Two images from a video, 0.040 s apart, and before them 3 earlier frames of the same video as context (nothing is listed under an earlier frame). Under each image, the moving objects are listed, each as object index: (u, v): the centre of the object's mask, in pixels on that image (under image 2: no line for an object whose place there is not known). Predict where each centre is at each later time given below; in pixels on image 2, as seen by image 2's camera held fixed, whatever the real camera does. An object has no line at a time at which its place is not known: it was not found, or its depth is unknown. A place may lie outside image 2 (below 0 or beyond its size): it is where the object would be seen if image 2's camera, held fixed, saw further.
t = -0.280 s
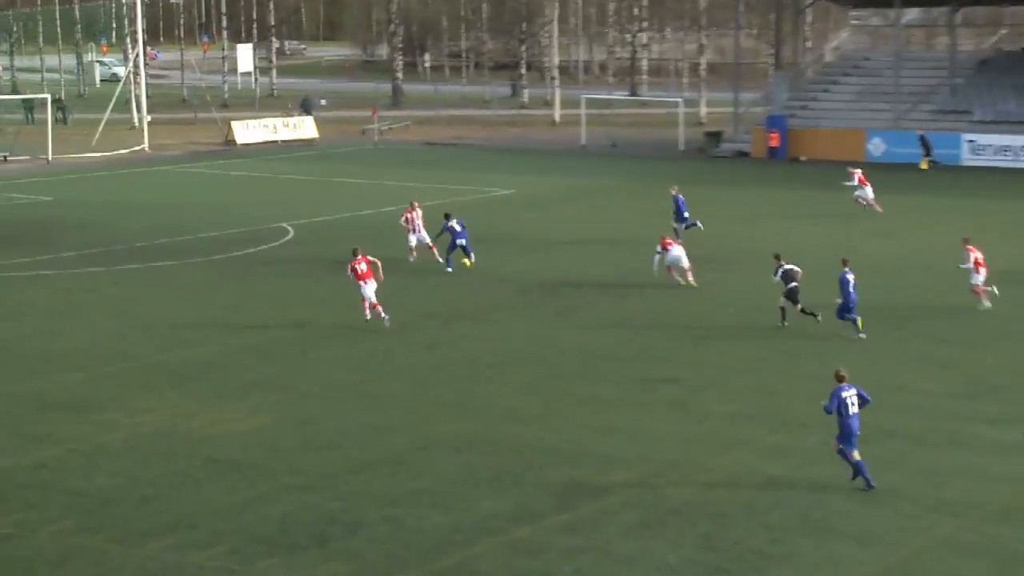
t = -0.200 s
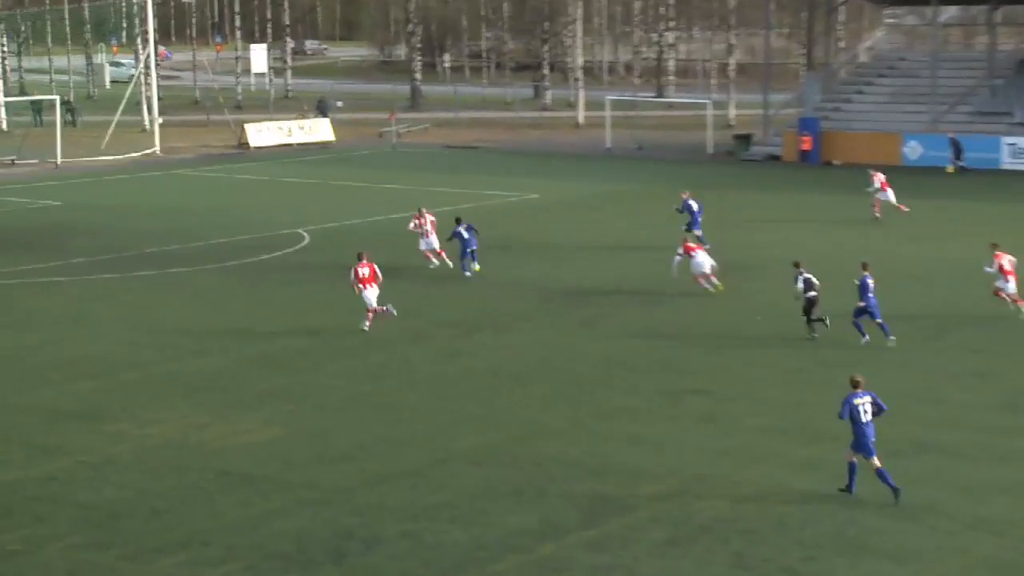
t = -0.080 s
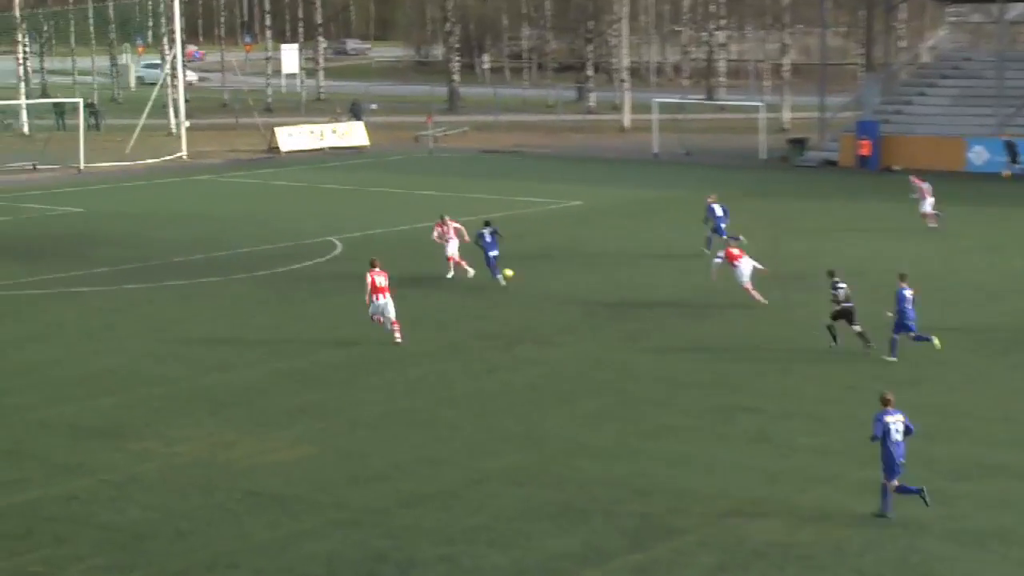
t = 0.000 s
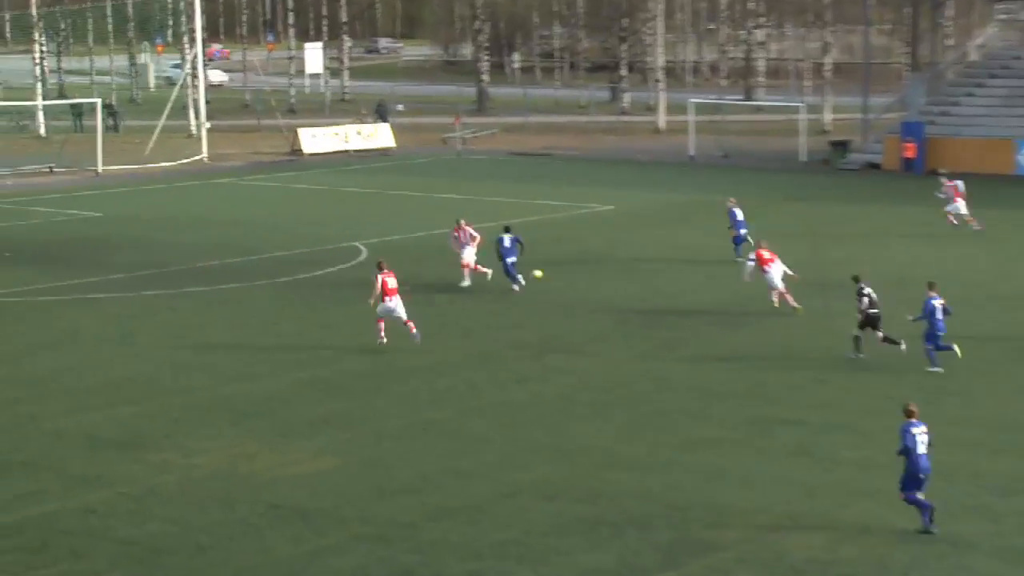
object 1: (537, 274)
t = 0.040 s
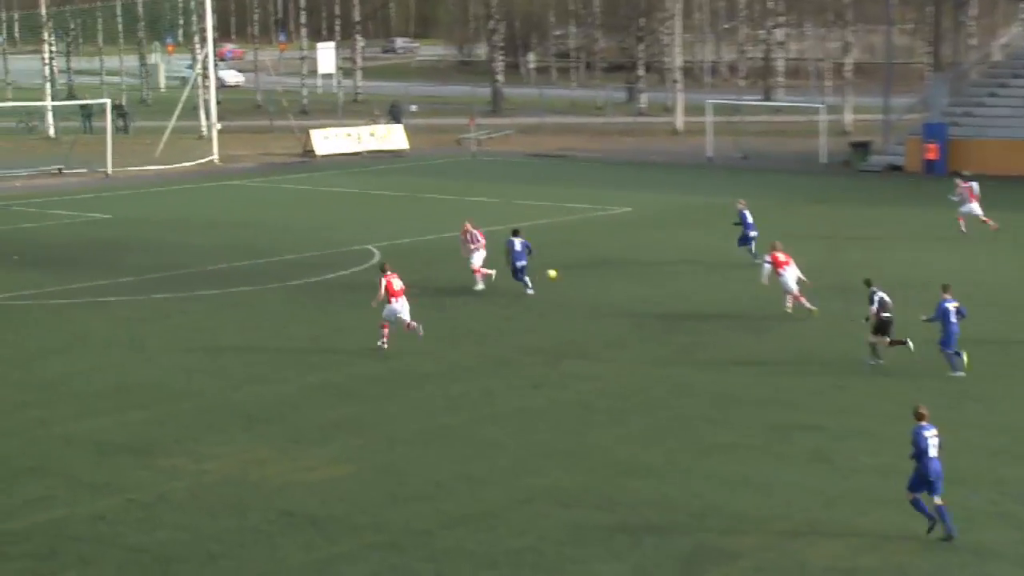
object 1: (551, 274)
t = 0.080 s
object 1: (552, 272)
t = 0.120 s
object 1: (553, 270)
